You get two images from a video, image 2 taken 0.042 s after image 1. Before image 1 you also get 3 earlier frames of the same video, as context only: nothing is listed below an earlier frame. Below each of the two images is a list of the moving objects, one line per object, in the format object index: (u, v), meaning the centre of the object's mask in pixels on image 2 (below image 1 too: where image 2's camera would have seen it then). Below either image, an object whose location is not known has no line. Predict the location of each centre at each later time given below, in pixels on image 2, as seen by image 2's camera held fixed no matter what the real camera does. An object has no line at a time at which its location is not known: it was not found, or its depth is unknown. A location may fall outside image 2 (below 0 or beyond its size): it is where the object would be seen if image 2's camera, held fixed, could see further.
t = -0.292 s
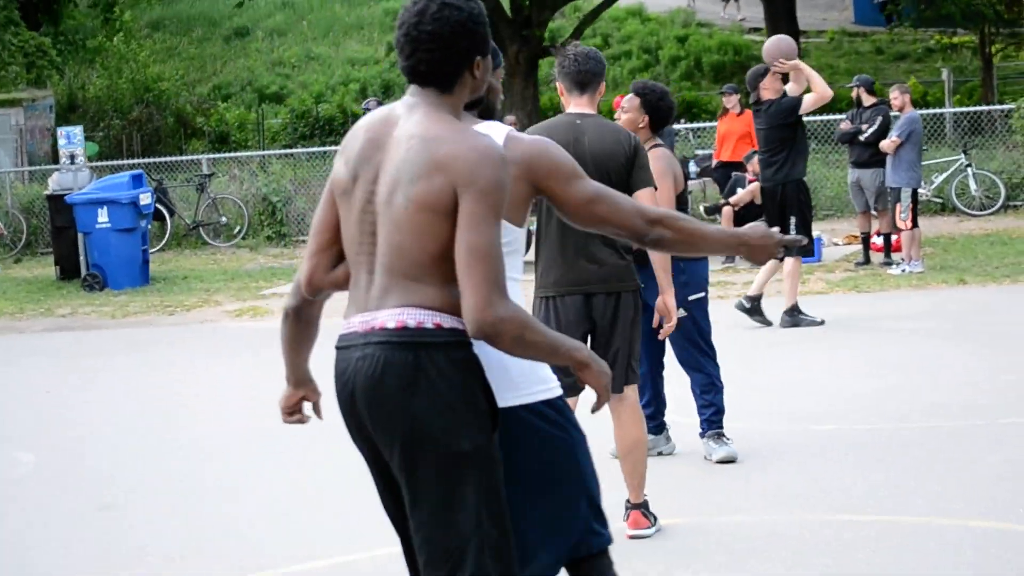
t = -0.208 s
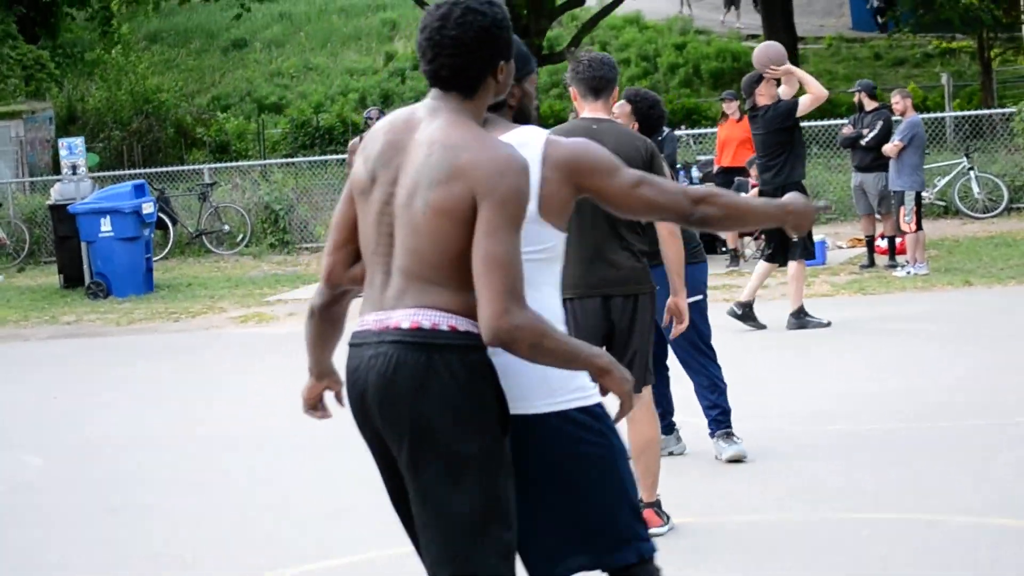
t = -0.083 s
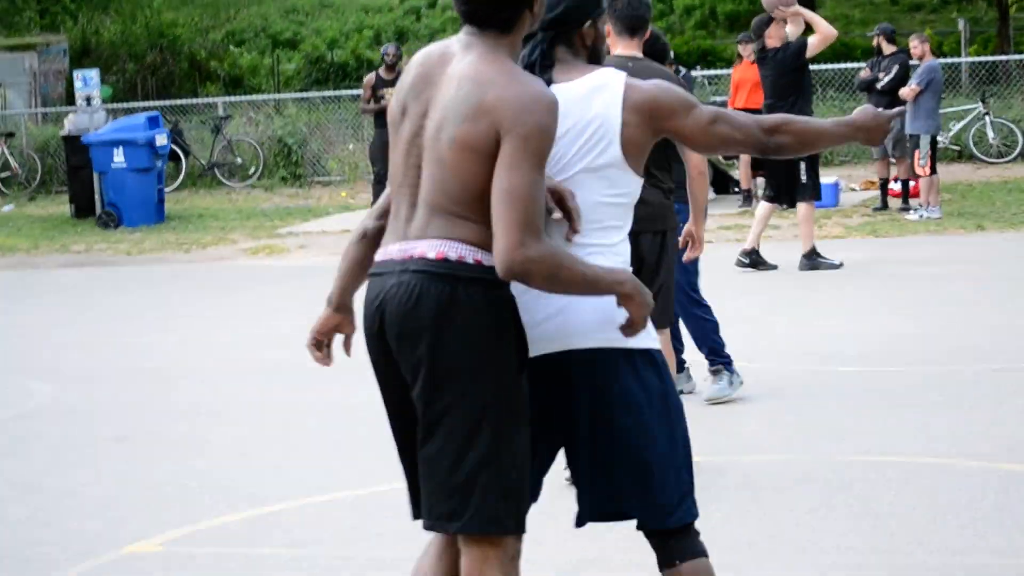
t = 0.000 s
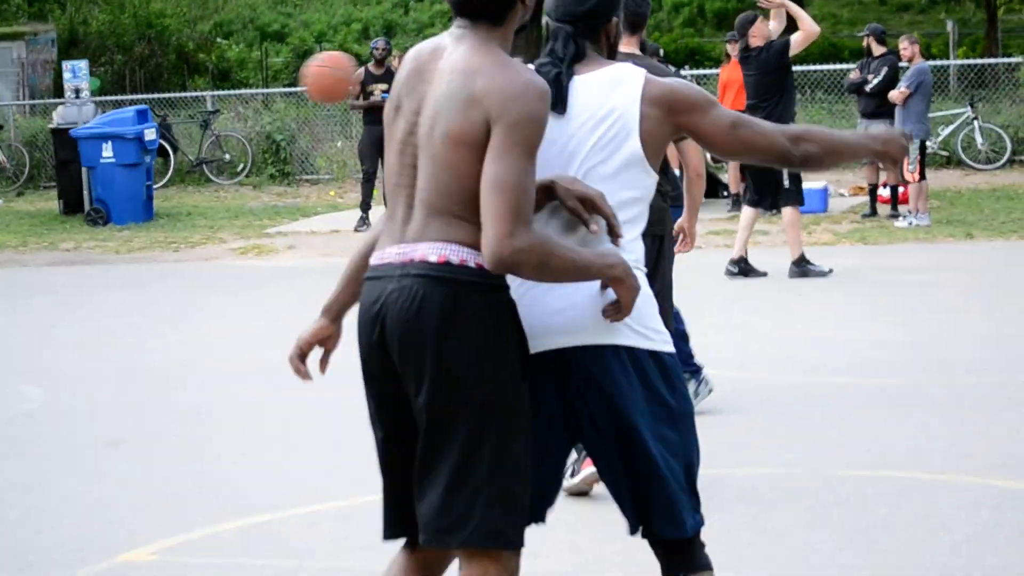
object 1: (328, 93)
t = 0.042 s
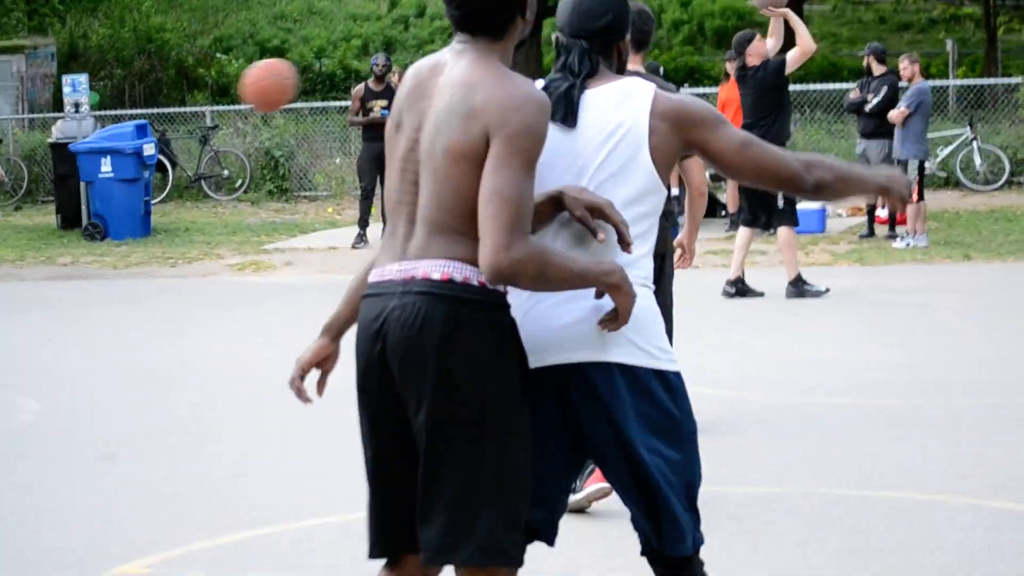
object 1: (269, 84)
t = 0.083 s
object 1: (208, 85)
